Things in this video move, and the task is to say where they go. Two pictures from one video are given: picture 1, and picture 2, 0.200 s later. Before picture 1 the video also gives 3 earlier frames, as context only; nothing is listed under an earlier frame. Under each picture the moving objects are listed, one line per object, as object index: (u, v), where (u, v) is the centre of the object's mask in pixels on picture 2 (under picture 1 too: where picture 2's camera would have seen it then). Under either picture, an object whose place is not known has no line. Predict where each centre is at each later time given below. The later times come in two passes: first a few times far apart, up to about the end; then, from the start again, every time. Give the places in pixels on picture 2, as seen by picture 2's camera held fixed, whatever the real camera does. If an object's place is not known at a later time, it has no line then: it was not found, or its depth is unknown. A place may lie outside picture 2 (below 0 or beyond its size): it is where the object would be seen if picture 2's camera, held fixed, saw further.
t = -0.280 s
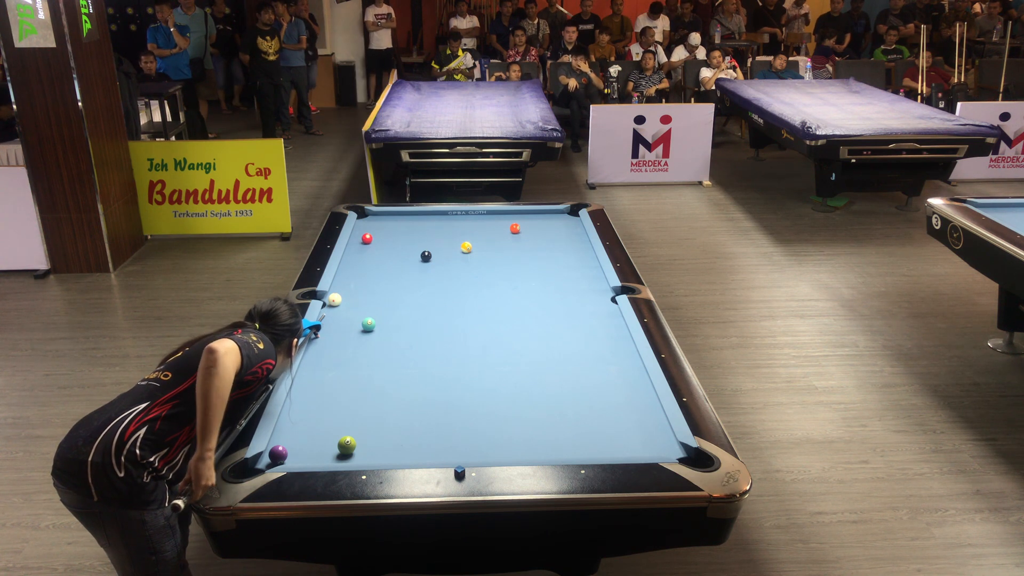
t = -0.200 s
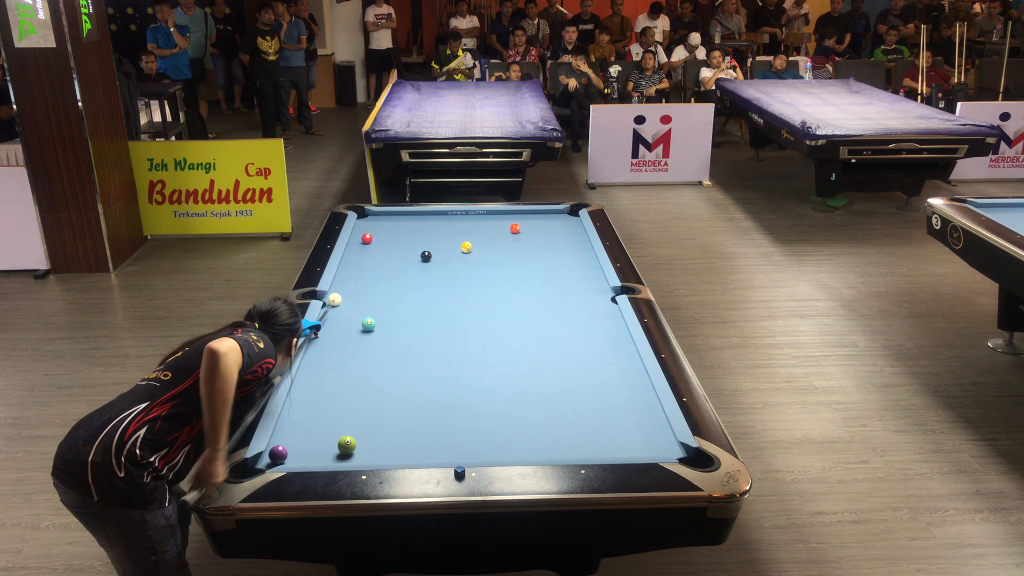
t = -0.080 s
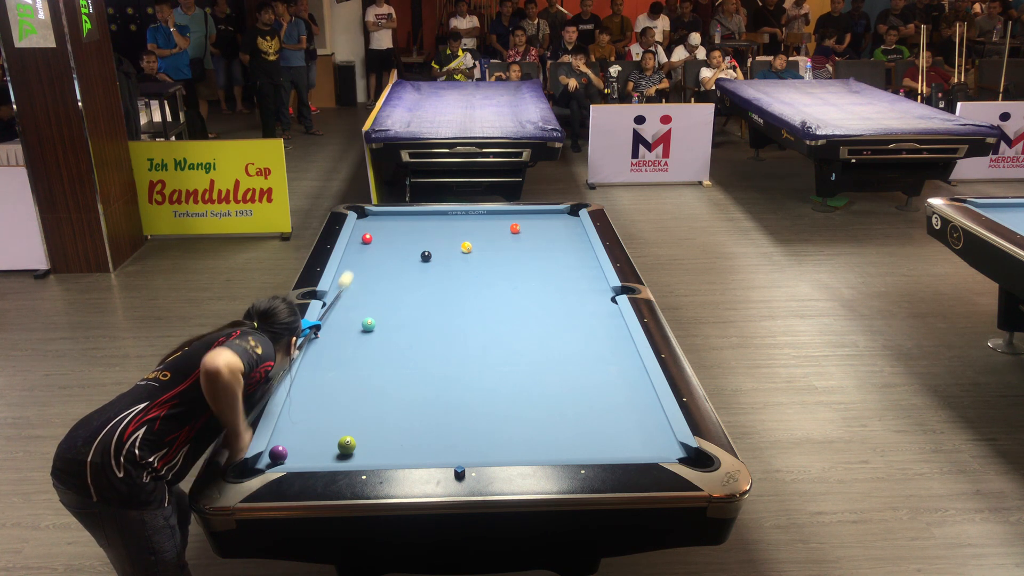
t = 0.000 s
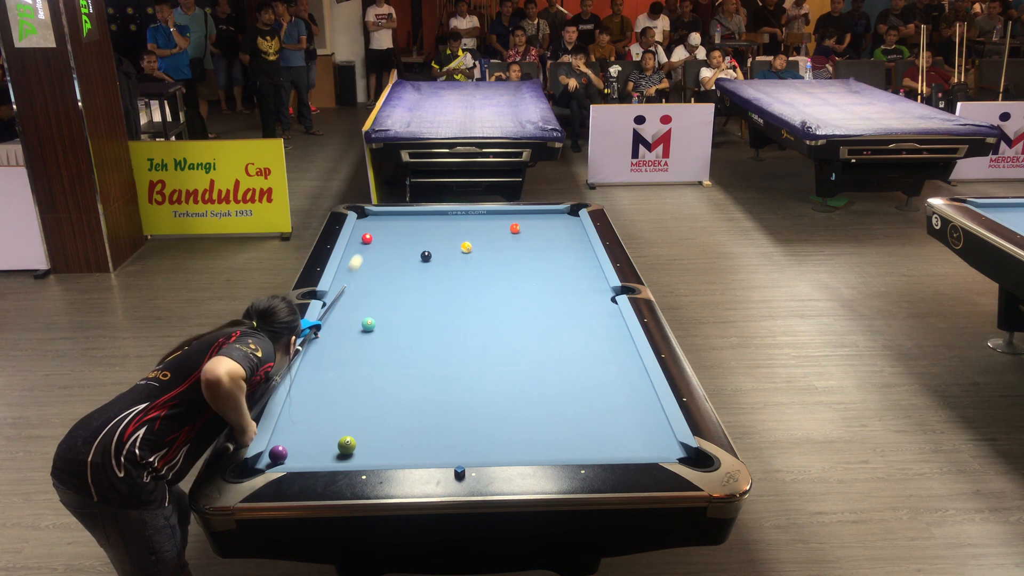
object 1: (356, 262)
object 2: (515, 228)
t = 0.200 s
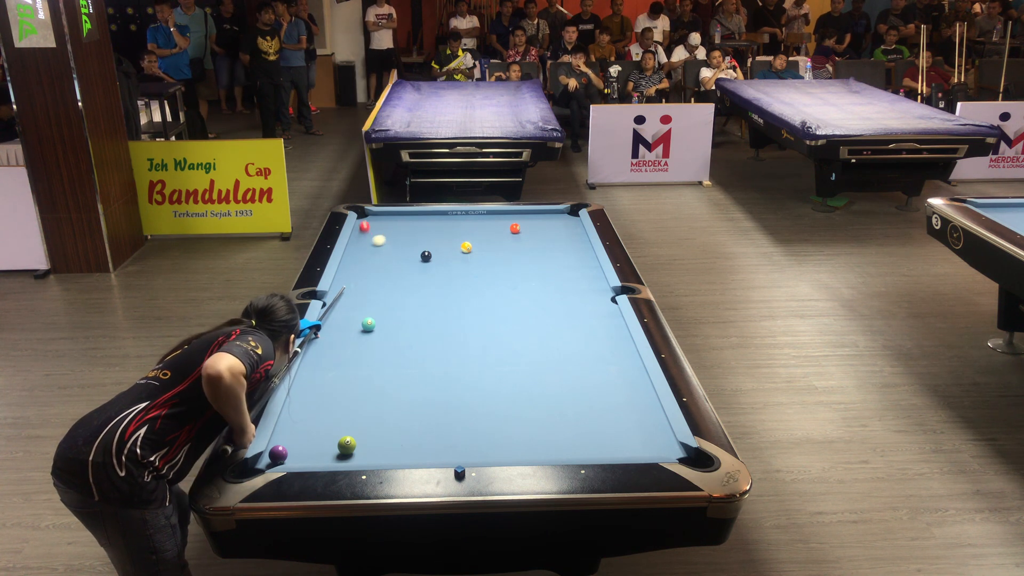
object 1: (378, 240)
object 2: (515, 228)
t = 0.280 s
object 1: (389, 238)
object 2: (515, 228)
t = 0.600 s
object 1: (423, 224)
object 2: (515, 228)
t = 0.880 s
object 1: (450, 213)
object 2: (515, 228)
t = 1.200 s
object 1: (481, 220)
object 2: (515, 228)
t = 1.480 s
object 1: (506, 225)
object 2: (515, 228)
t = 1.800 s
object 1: (522, 225)
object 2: (530, 234)
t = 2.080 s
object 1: (533, 226)
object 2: (542, 239)
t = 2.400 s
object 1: (545, 226)
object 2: (556, 245)
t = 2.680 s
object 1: (553, 226)
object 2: (567, 249)
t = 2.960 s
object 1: (561, 226)
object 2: (577, 253)
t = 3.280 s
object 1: (567, 226)
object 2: (588, 258)
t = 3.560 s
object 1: (572, 226)
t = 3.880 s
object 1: (576, 226)
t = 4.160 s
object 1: (578, 226)
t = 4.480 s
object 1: (578, 226)
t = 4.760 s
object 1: (578, 226)
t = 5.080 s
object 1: (578, 226)
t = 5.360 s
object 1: (578, 226)
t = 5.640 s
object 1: (578, 226)
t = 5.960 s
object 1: (578, 226)
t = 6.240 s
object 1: (578, 226)
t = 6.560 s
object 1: (578, 226)
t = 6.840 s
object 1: (578, 226)
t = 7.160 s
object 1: (578, 226)
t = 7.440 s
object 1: (578, 226)
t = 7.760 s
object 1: (578, 226)
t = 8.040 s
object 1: (578, 226)
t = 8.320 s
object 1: (578, 226)
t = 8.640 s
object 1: (578, 226)
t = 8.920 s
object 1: (578, 226)
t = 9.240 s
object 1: (578, 226)
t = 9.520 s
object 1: (578, 226)
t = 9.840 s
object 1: (578, 226)
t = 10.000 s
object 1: (578, 226)
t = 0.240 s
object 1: (384, 239)
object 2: (515, 228)
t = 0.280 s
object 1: (389, 238)
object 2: (515, 228)
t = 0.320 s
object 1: (393, 237)
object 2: (515, 228)
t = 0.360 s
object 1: (398, 235)
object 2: (515, 228)
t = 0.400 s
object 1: (402, 233)
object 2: (515, 228)
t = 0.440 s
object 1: (407, 231)
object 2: (515, 228)
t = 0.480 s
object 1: (411, 229)
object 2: (515, 228)
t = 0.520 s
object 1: (415, 228)
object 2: (515, 228)
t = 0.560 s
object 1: (419, 226)
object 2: (515, 228)
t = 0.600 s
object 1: (423, 224)
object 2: (515, 228)
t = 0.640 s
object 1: (427, 222)
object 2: (515, 228)
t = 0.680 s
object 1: (431, 220)
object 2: (515, 228)
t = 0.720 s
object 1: (435, 219)
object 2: (515, 228)
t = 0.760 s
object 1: (439, 217)
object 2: (515, 228)
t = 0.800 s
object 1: (442, 216)
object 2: (515, 228)
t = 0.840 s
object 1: (446, 214)
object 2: (515, 228)
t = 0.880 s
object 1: (450, 213)
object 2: (515, 228)
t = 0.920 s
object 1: (454, 214)
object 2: (515, 228)
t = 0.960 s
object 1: (458, 215)
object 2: (515, 228)
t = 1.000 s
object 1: (461, 216)
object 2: (515, 228)
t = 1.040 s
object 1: (465, 216)
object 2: (515, 228)
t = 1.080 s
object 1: (469, 217)
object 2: (515, 228)
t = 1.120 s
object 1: (473, 218)
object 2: (515, 228)
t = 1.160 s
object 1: (477, 219)
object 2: (515, 228)
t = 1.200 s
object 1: (481, 220)
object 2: (515, 228)
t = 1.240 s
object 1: (484, 220)
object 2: (515, 228)
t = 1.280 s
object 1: (488, 221)
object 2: (515, 228)
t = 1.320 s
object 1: (492, 222)
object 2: (515, 228)
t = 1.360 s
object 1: (496, 223)
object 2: (515, 228)
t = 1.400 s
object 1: (500, 224)
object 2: (515, 228)
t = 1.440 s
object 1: (503, 224)
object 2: (515, 228)
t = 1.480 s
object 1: (506, 225)
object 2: (515, 228)
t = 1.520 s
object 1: (509, 225)
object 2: (517, 229)
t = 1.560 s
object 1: (511, 225)
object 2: (519, 230)
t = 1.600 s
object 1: (513, 225)
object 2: (521, 231)
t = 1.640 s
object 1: (514, 225)
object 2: (523, 232)
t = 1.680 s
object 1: (516, 225)
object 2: (524, 232)
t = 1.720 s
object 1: (518, 225)
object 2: (526, 233)
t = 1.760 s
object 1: (520, 225)
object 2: (528, 233)
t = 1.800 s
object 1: (522, 225)
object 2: (530, 234)
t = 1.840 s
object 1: (524, 226)
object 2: (532, 235)
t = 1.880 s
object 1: (525, 226)
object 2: (533, 236)
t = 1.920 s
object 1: (527, 226)
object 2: (535, 236)
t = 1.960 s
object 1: (528, 226)
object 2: (537, 237)
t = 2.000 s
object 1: (530, 226)
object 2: (539, 238)
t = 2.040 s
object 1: (532, 226)
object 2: (540, 238)
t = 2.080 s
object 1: (533, 226)
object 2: (542, 239)
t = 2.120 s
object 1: (535, 226)
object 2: (544, 240)
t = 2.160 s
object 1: (536, 226)
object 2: (546, 241)
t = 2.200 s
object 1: (538, 226)
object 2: (547, 241)
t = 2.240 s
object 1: (539, 226)
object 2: (549, 242)
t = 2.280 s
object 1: (541, 226)
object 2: (551, 243)
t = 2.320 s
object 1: (542, 226)
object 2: (552, 243)
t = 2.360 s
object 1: (543, 226)
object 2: (554, 244)
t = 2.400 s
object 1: (545, 226)
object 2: (556, 245)
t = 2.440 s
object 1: (546, 226)
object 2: (557, 245)
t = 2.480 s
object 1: (547, 226)
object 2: (559, 246)
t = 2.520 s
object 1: (549, 226)
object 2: (561, 247)
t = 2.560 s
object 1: (550, 226)
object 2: (562, 247)
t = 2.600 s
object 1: (551, 226)
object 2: (564, 248)
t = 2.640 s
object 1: (552, 226)
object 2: (565, 248)
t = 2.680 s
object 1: (553, 226)
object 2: (567, 249)
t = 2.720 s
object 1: (554, 226)
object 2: (568, 250)
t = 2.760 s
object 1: (556, 226)
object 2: (570, 250)
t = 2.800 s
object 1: (557, 226)
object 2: (571, 251)
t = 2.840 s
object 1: (558, 226)
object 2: (573, 252)
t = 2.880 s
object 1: (559, 226)
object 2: (574, 252)
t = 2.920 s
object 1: (560, 226)
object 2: (576, 253)
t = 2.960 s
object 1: (561, 226)
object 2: (577, 253)
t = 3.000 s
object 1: (562, 226)
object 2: (579, 254)
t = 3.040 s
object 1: (563, 226)
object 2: (580, 255)
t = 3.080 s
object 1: (564, 226)
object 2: (582, 255)
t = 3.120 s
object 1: (564, 226)
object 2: (583, 256)
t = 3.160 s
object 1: (565, 226)
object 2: (584, 256)
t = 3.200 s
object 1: (566, 226)
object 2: (586, 257)
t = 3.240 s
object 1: (567, 226)
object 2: (587, 258)
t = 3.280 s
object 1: (567, 226)
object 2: (588, 258)
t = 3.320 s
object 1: (568, 226)
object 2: (590, 259)
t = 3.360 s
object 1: (569, 226)
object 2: (591, 259)
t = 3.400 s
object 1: (569, 226)
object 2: (592, 260)
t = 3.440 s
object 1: (570, 226)
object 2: (592, 260)
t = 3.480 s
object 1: (571, 226)
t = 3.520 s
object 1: (571, 226)
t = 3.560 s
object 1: (572, 226)
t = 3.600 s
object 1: (572, 226)
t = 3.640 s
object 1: (573, 226)
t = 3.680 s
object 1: (574, 226)
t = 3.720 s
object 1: (574, 226)
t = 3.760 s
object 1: (575, 226)
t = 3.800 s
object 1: (575, 226)
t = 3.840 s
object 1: (575, 226)
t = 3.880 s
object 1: (576, 226)
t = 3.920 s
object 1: (576, 226)
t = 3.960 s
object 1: (577, 226)
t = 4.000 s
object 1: (577, 226)
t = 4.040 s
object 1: (577, 226)
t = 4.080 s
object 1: (578, 226)
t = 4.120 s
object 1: (578, 226)
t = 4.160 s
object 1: (578, 226)
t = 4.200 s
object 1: (578, 226)
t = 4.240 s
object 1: (578, 226)
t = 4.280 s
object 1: (578, 226)
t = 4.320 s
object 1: (578, 226)
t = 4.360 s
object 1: (578, 226)
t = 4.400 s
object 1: (578, 226)
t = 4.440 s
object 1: (578, 226)
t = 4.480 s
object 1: (578, 226)
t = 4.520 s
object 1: (578, 226)
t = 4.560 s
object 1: (578, 226)
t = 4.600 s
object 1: (578, 226)
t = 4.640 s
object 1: (578, 226)
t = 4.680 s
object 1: (578, 226)
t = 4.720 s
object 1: (578, 226)
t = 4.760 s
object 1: (578, 226)
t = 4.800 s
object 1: (578, 226)
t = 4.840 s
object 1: (578, 226)
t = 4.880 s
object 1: (578, 226)
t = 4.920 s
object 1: (578, 226)
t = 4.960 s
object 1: (578, 226)
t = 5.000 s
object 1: (578, 226)
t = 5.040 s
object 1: (578, 226)
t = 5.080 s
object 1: (578, 226)
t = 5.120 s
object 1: (578, 226)
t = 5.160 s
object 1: (578, 226)
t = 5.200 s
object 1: (578, 226)
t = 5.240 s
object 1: (578, 226)
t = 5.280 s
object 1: (578, 226)
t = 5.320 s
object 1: (578, 226)
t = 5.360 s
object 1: (578, 226)
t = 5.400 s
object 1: (578, 226)
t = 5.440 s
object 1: (578, 226)
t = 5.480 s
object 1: (578, 226)
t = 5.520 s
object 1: (578, 226)
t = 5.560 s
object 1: (578, 226)
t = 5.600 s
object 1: (578, 226)
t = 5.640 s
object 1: (578, 226)
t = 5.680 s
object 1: (578, 226)
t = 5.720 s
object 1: (578, 226)
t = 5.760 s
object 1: (578, 226)
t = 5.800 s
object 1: (578, 226)
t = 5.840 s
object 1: (578, 226)
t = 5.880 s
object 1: (578, 226)
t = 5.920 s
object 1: (578, 226)
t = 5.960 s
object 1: (578, 226)
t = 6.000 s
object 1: (578, 226)
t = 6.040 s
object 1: (578, 226)
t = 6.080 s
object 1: (578, 226)
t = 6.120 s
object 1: (578, 226)
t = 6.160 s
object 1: (578, 226)
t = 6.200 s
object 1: (578, 226)
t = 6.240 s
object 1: (578, 226)
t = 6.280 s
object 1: (578, 226)
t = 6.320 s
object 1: (578, 226)
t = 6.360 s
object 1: (578, 226)
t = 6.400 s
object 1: (578, 226)
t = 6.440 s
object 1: (578, 226)
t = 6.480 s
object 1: (578, 226)
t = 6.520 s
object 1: (578, 226)
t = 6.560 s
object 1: (578, 226)
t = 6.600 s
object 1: (578, 226)
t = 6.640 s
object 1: (578, 226)
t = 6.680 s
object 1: (578, 226)
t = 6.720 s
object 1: (578, 226)
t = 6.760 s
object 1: (578, 226)
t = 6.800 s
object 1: (578, 226)
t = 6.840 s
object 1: (578, 226)
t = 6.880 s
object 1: (578, 226)
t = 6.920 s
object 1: (578, 226)
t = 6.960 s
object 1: (578, 226)
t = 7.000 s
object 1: (578, 226)
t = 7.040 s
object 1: (578, 226)
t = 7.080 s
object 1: (578, 226)
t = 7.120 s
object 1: (578, 226)
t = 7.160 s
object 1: (578, 226)
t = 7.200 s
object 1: (578, 226)
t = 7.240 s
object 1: (578, 226)
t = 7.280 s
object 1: (578, 226)
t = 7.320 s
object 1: (578, 226)
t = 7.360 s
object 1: (578, 226)
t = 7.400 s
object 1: (578, 226)
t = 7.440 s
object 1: (578, 226)
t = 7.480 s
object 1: (578, 226)
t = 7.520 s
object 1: (578, 226)
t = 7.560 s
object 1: (578, 226)
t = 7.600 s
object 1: (578, 226)
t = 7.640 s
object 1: (578, 226)
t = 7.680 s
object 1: (578, 226)
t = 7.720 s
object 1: (578, 226)
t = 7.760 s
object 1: (578, 226)
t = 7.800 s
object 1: (578, 226)
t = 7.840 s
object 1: (578, 226)
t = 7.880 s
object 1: (578, 226)
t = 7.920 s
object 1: (578, 226)
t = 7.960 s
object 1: (578, 226)
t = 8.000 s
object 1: (578, 226)
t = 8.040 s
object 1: (578, 226)
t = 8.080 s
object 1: (578, 226)
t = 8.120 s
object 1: (578, 226)
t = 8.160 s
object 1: (578, 226)
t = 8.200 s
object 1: (578, 226)
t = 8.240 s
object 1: (578, 226)
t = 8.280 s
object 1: (578, 226)
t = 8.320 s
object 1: (578, 226)
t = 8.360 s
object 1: (578, 226)
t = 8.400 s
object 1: (578, 226)
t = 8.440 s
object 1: (578, 226)
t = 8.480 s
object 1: (578, 226)
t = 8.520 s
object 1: (578, 226)
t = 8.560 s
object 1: (578, 226)
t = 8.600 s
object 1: (578, 226)
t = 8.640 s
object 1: (578, 226)
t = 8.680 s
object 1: (578, 226)
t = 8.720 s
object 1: (578, 226)
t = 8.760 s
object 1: (578, 226)
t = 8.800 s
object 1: (578, 226)
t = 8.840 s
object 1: (578, 226)
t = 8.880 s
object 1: (578, 226)
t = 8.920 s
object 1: (578, 226)
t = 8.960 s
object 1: (578, 226)
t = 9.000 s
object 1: (578, 226)
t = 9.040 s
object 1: (578, 226)
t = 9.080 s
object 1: (578, 226)
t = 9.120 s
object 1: (578, 226)
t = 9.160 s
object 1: (578, 226)
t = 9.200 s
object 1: (578, 226)
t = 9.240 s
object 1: (578, 226)
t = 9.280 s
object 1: (578, 226)
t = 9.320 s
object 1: (578, 226)
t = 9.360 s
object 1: (578, 226)
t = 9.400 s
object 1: (578, 226)
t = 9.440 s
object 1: (578, 226)
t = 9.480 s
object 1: (578, 226)
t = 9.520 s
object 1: (578, 226)
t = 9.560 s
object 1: (578, 226)
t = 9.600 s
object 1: (578, 226)
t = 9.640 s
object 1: (578, 226)
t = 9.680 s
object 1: (578, 226)
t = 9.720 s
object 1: (578, 226)
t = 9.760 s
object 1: (578, 226)
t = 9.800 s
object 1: (578, 226)
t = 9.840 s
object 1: (578, 226)
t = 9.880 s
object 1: (578, 226)
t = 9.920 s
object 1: (578, 226)
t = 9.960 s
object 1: (578, 226)
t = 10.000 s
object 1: (578, 226)
